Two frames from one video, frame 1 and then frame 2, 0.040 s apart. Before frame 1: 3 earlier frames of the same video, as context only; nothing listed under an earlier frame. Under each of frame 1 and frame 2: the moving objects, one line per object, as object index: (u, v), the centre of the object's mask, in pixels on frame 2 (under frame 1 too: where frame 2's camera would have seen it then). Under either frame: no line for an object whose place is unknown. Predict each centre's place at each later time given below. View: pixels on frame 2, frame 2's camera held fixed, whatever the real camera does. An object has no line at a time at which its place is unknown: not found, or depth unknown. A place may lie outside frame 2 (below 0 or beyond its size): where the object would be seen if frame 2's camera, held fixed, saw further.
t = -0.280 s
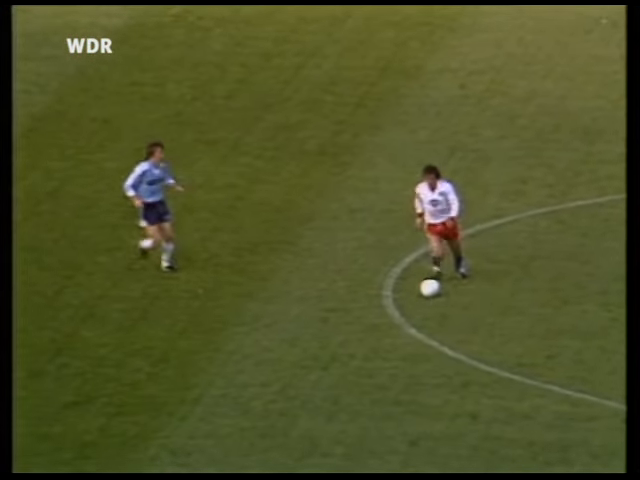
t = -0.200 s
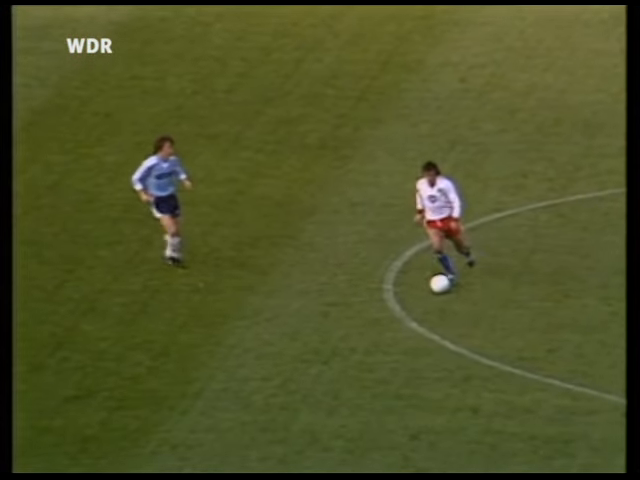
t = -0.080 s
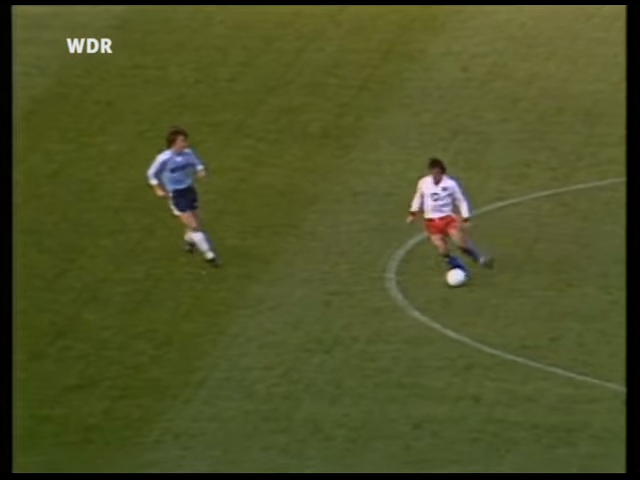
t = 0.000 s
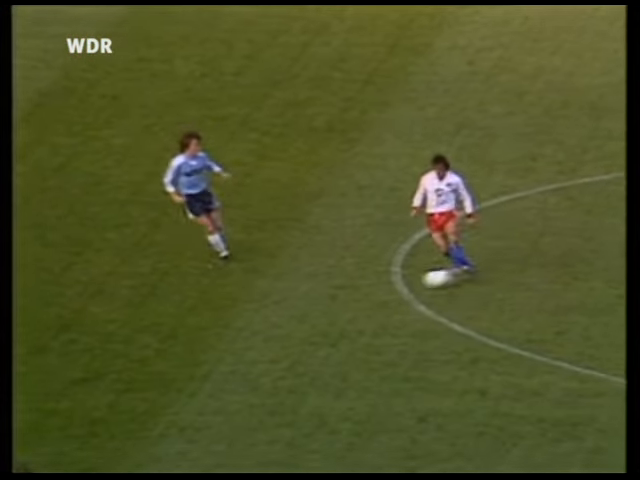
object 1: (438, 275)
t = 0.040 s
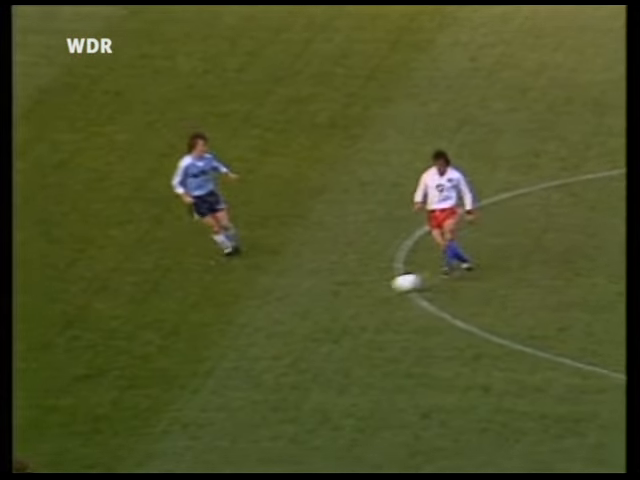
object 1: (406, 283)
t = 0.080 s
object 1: (374, 290)
